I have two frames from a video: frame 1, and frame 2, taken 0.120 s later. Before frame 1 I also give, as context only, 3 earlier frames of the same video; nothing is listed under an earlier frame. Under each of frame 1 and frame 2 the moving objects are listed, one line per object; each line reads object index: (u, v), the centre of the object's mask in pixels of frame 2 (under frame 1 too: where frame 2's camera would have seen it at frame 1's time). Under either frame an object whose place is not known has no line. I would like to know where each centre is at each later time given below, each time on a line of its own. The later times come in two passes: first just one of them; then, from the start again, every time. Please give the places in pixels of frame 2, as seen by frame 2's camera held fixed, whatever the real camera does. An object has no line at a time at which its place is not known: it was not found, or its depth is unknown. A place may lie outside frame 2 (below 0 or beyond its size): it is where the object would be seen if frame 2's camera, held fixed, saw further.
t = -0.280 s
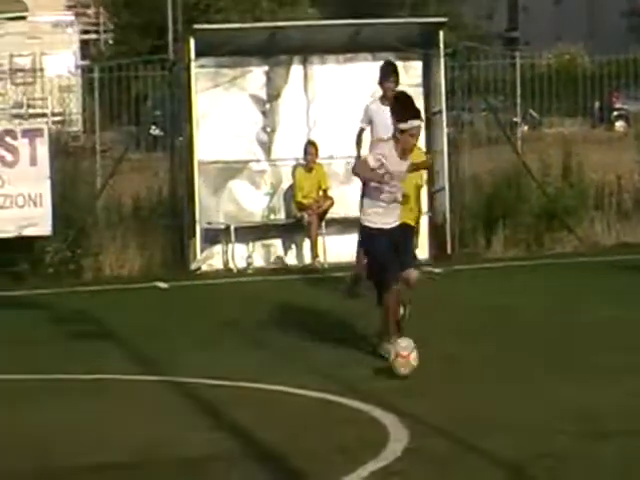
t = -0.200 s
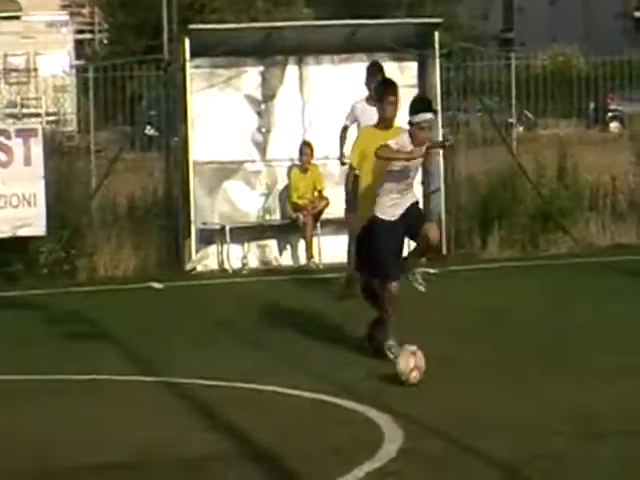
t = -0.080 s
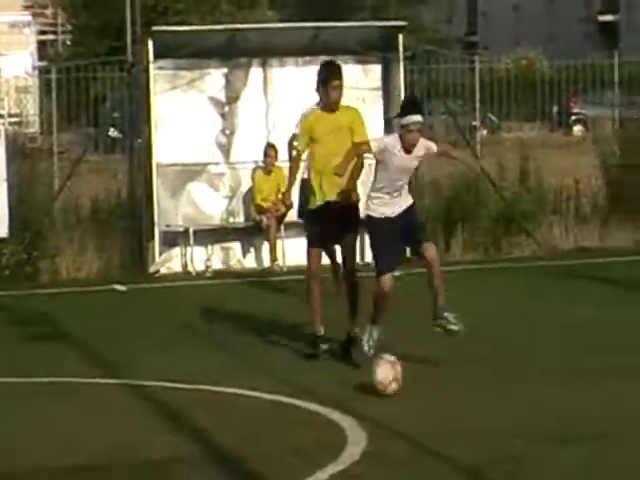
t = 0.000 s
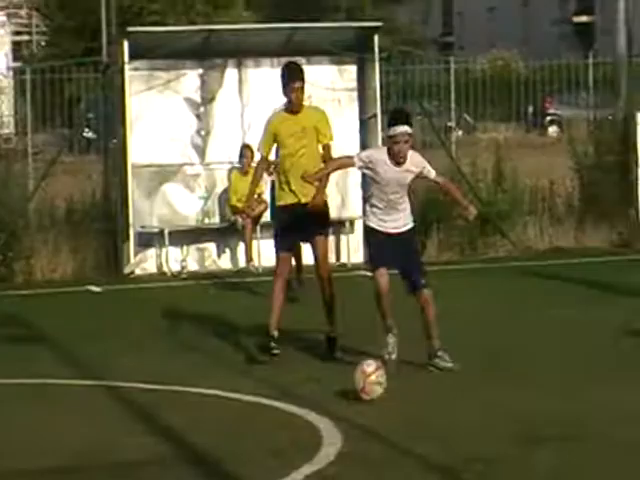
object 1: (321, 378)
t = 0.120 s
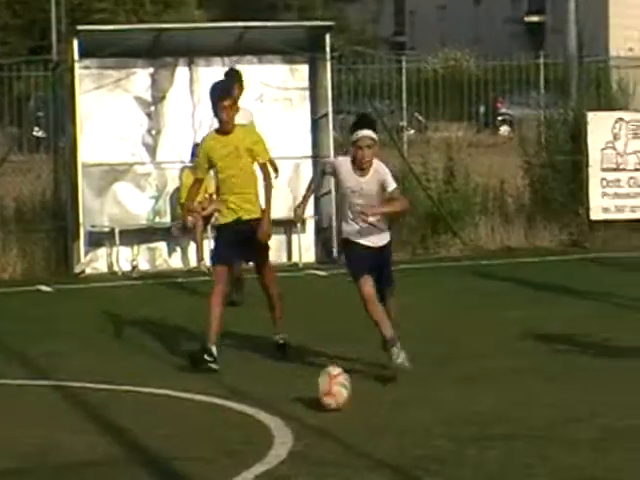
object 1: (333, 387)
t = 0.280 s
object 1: (349, 400)
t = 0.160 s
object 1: (338, 390)
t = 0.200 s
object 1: (341, 394)
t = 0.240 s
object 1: (346, 395)
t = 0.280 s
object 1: (349, 400)
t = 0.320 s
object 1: (353, 403)
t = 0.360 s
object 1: (357, 408)
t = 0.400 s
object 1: (362, 410)
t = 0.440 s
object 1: (366, 414)
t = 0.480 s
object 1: (369, 418)
